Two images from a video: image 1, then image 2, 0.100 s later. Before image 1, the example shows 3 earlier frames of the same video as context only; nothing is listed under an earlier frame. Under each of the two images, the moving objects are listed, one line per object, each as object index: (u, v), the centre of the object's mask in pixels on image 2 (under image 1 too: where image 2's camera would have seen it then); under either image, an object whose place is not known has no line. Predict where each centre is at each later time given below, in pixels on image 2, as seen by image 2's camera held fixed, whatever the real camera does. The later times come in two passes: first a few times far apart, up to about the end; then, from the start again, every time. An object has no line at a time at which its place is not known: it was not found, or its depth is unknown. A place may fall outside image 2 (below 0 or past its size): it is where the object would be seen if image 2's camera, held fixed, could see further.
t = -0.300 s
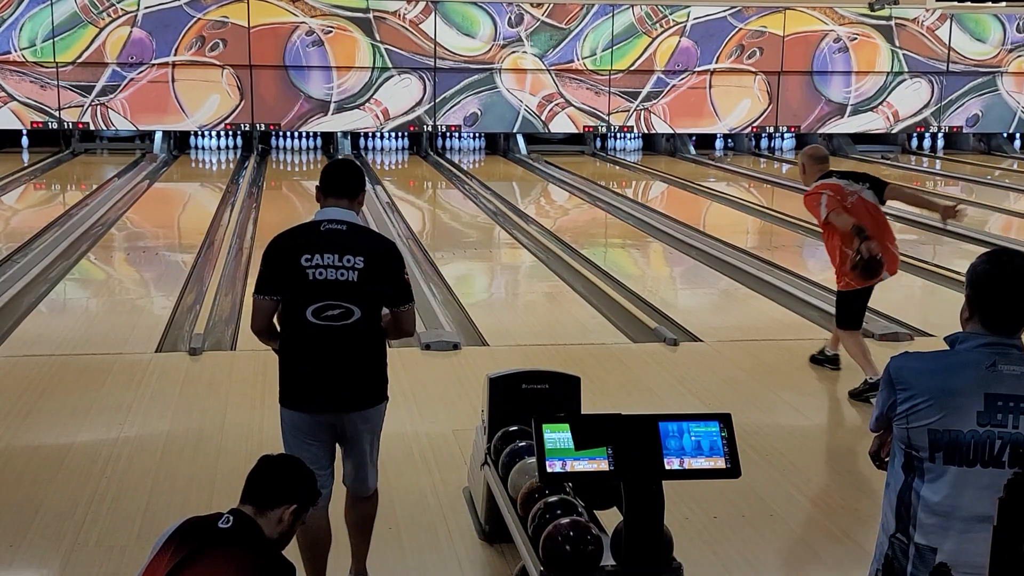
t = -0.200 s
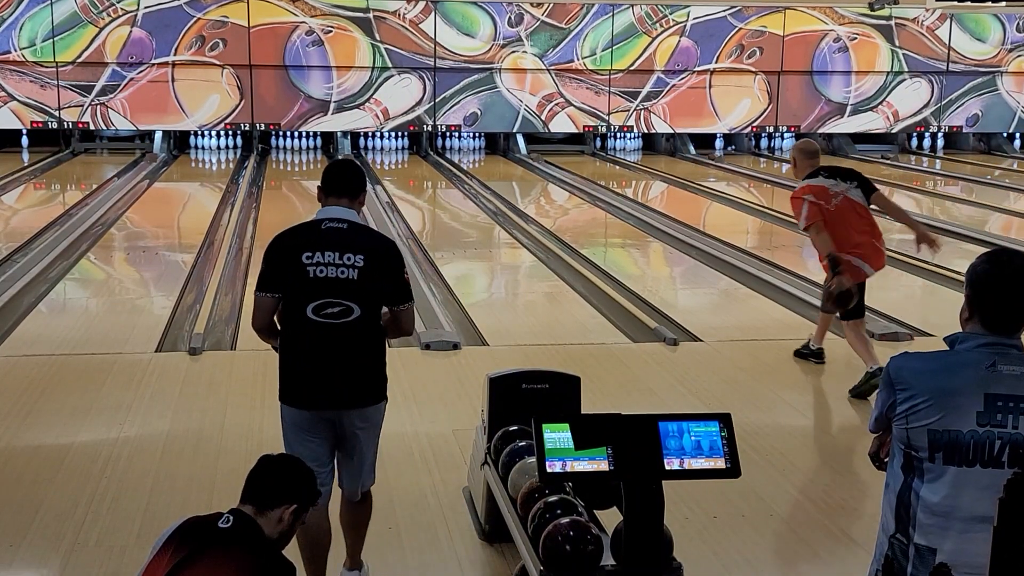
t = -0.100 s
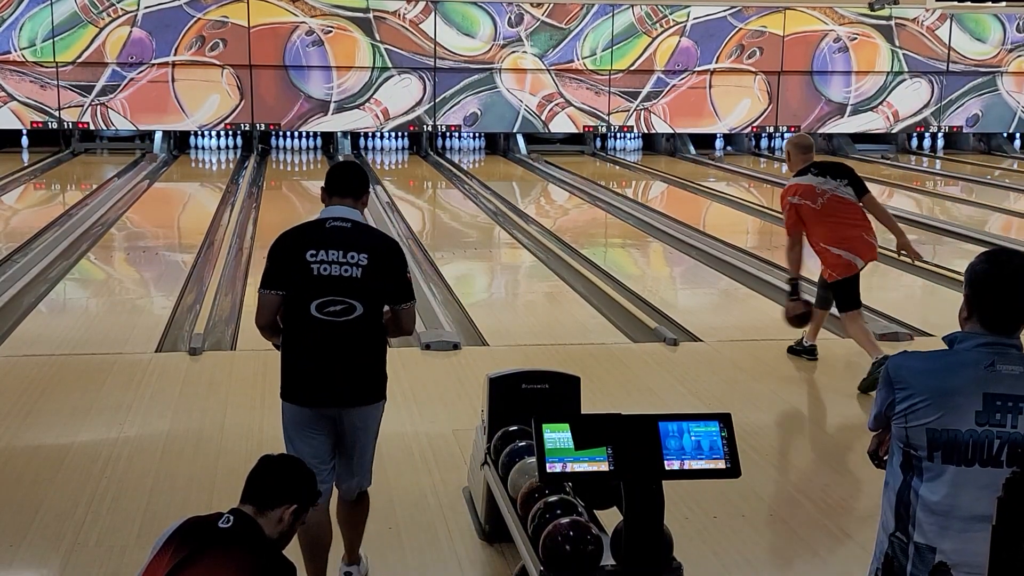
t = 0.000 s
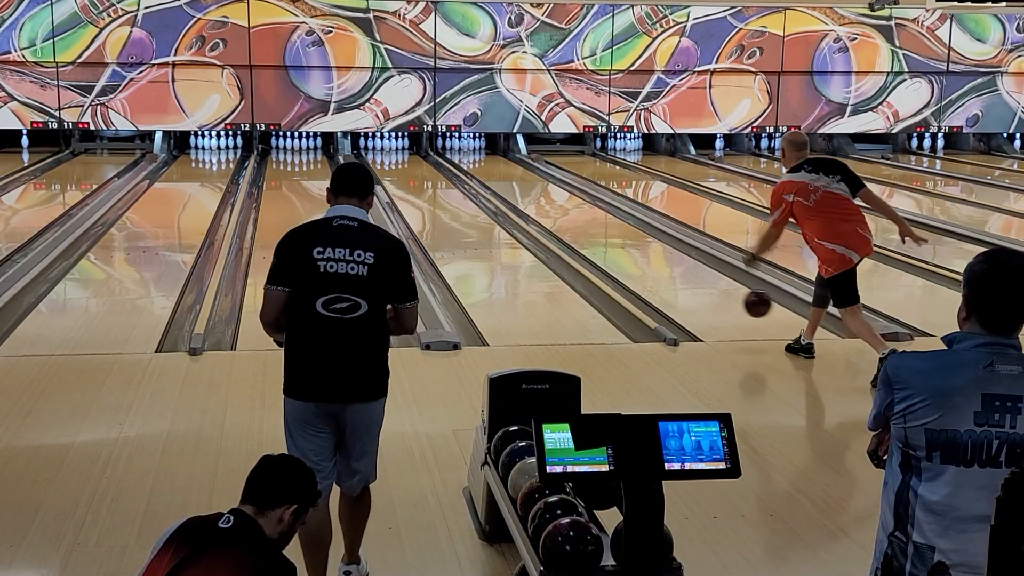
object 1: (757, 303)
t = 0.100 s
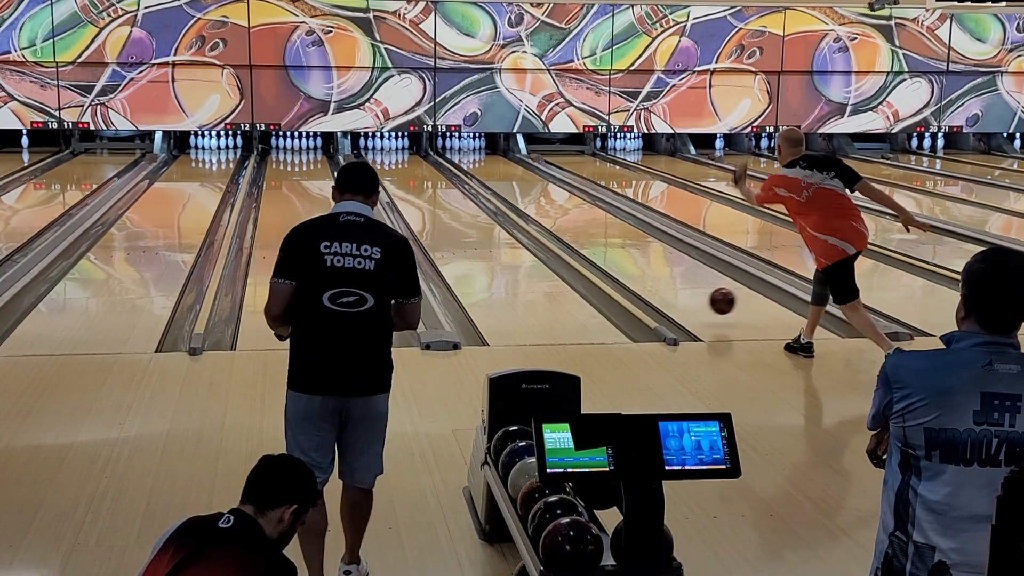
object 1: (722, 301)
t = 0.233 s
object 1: (682, 288)
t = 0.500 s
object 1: (622, 253)
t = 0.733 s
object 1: (582, 230)
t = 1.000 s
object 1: (547, 209)
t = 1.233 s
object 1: (523, 195)
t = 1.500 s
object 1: (502, 182)
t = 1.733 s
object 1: (486, 171)
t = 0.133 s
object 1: (711, 303)
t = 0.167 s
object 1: (701, 298)
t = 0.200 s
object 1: (692, 292)
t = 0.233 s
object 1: (682, 288)
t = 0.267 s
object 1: (674, 283)
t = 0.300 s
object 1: (666, 278)
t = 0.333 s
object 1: (658, 274)
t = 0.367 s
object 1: (650, 269)
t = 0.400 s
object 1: (642, 265)
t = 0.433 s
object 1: (635, 261)
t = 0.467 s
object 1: (628, 257)
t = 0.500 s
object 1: (622, 253)
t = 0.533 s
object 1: (615, 249)
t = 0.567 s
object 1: (610, 246)
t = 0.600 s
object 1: (604, 243)
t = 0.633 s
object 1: (598, 240)
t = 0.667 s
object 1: (592, 236)
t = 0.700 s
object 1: (587, 233)
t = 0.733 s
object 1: (582, 230)
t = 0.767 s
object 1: (577, 227)
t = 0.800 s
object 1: (572, 224)
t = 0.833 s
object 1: (568, 222)
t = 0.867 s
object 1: (563, 219)
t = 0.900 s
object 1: (559, 216)
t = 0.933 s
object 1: (555, 214)
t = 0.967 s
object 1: (551, 211)
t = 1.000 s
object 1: (547, 209)
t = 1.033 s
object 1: (543, 207)
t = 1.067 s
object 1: (540, 205)
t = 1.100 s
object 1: (536, 203)
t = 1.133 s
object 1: (533, 201)
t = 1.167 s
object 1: (529, 198)
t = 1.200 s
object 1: (526, 197)
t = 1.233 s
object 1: (523, 195)
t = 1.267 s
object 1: (520, 193)
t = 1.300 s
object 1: (518, 191)
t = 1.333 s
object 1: (514, 190)
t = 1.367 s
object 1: (512, 188)
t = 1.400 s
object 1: (509, 186)
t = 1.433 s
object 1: (506, 185)
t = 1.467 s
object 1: (504, 183)
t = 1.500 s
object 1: (502, 182)
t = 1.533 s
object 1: (499, 180)
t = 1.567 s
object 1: (497, 178)
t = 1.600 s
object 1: (494, 177)
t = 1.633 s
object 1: (493, 175)
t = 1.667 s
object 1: (490, 174)
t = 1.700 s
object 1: (488, 172)
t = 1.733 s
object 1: (486, 171)
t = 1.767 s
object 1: (484, 169)
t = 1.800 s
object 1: (483, 168)
